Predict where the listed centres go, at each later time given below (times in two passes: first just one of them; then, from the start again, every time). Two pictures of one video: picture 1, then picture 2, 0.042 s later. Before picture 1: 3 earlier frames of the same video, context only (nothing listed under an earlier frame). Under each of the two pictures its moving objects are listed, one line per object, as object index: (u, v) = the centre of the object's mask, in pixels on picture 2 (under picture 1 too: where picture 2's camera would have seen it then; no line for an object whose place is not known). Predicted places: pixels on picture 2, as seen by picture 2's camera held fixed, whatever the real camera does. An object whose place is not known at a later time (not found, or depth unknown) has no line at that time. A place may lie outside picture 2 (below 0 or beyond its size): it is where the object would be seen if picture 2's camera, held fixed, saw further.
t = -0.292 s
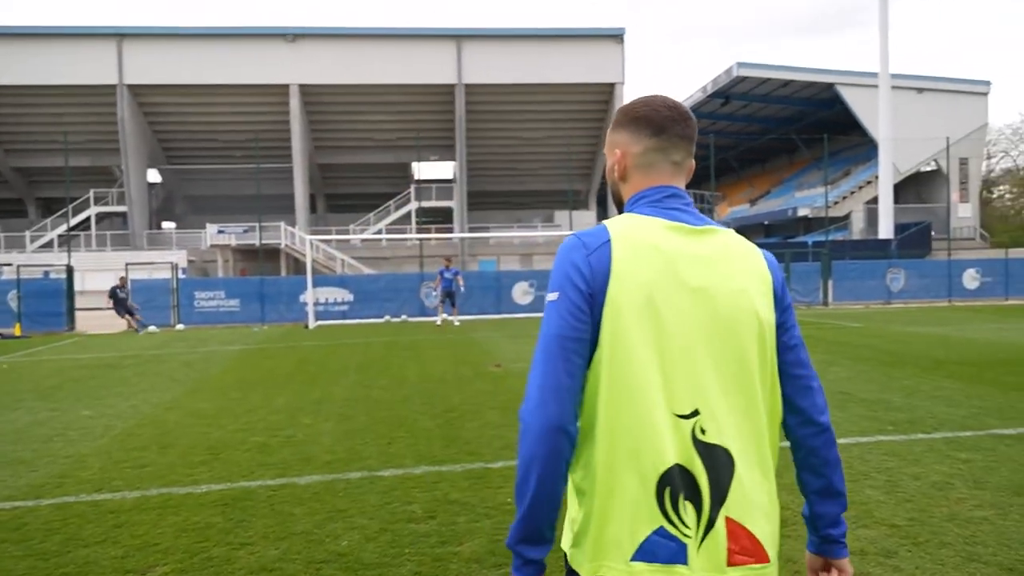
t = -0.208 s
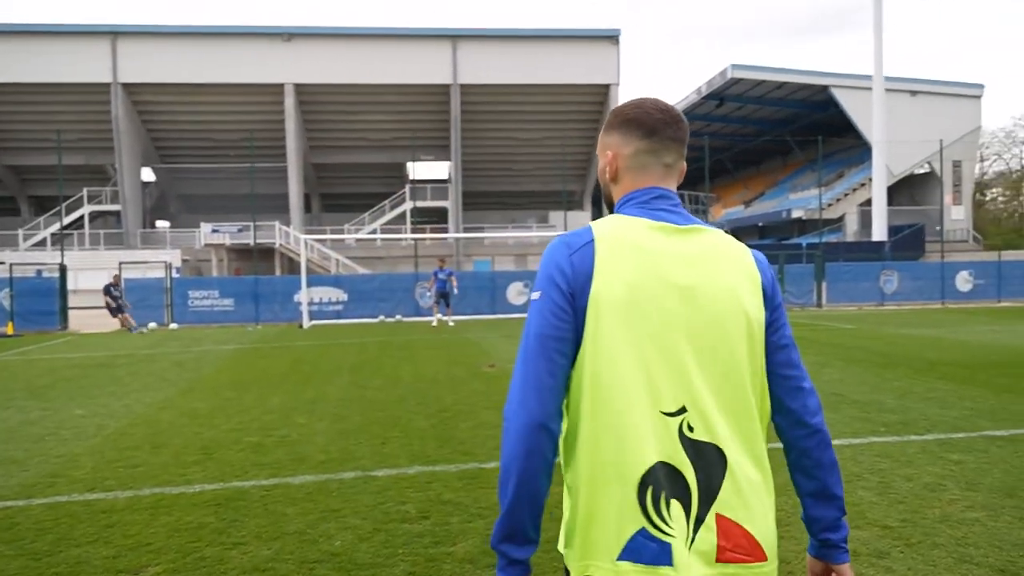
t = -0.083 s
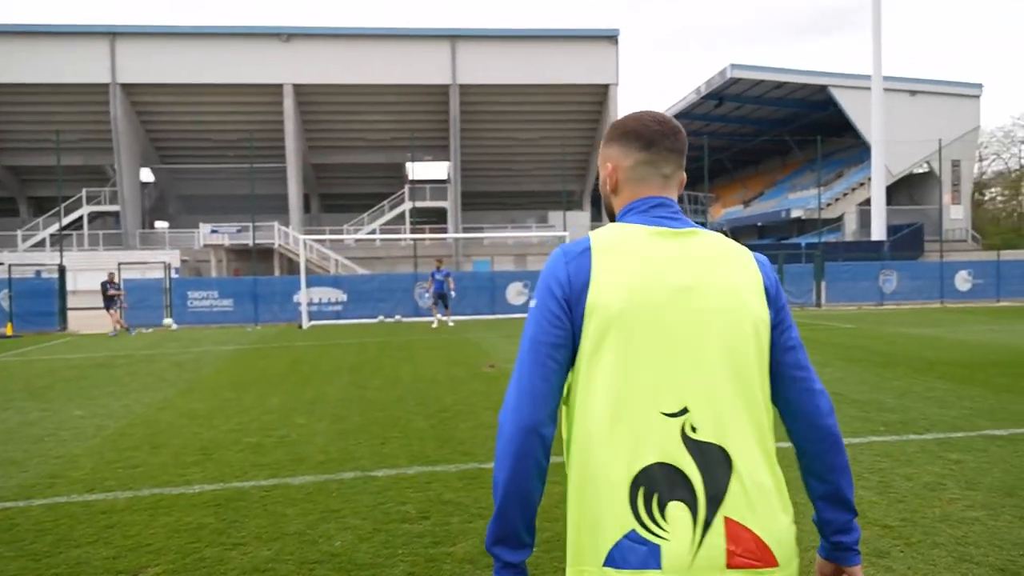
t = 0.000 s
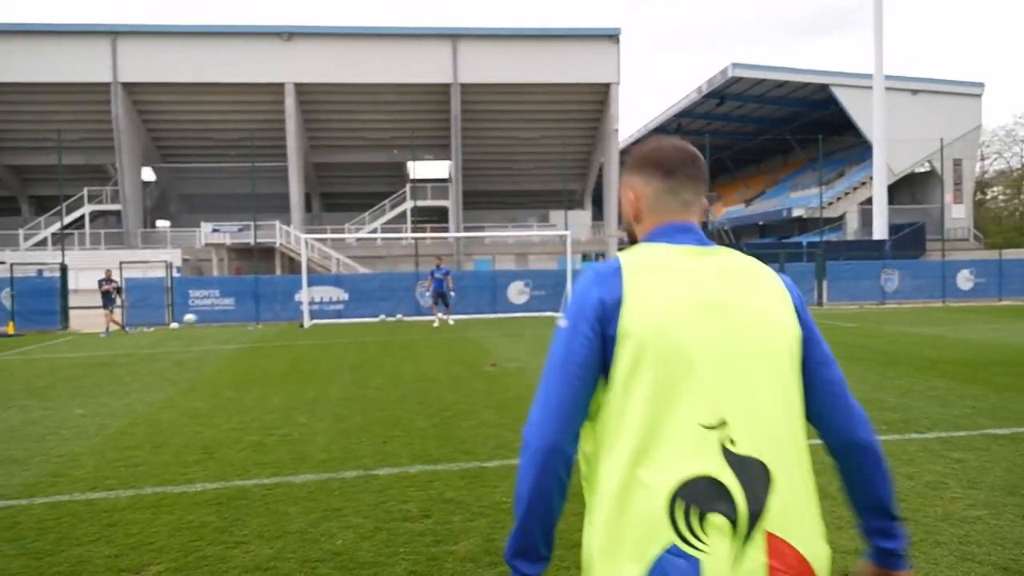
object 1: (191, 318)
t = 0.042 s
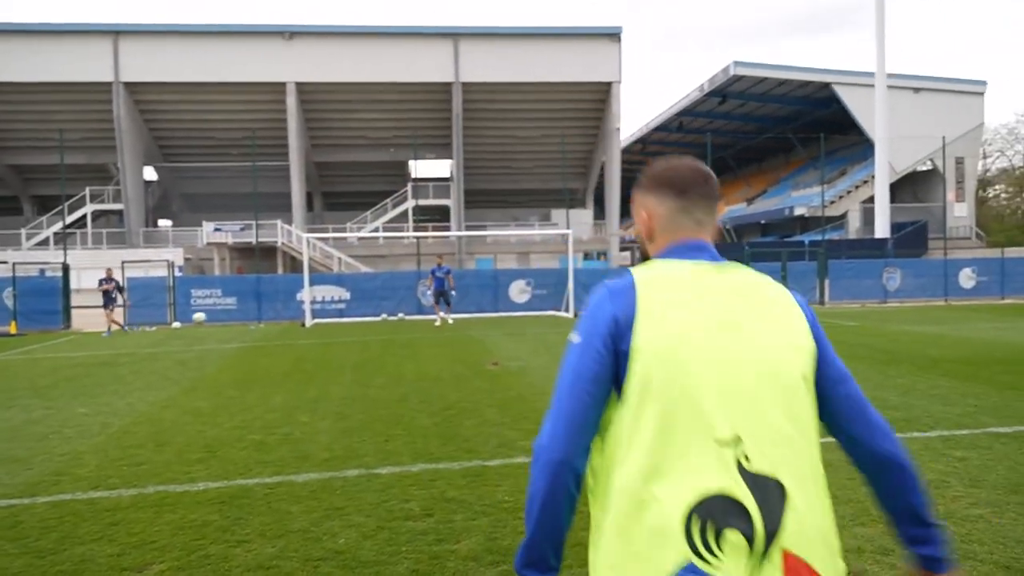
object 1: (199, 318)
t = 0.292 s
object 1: (263, 329)
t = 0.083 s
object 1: (208, 318)
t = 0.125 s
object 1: (217, 318)
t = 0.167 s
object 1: (227, 319)
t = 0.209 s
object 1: (237, 322)
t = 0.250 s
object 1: (250, 325)
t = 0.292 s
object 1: (263, 329)
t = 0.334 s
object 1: (277, 333)
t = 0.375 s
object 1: (294, 340)
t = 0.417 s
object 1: (312, 347)
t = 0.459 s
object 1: (334, 357)
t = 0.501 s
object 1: (359, 368)
